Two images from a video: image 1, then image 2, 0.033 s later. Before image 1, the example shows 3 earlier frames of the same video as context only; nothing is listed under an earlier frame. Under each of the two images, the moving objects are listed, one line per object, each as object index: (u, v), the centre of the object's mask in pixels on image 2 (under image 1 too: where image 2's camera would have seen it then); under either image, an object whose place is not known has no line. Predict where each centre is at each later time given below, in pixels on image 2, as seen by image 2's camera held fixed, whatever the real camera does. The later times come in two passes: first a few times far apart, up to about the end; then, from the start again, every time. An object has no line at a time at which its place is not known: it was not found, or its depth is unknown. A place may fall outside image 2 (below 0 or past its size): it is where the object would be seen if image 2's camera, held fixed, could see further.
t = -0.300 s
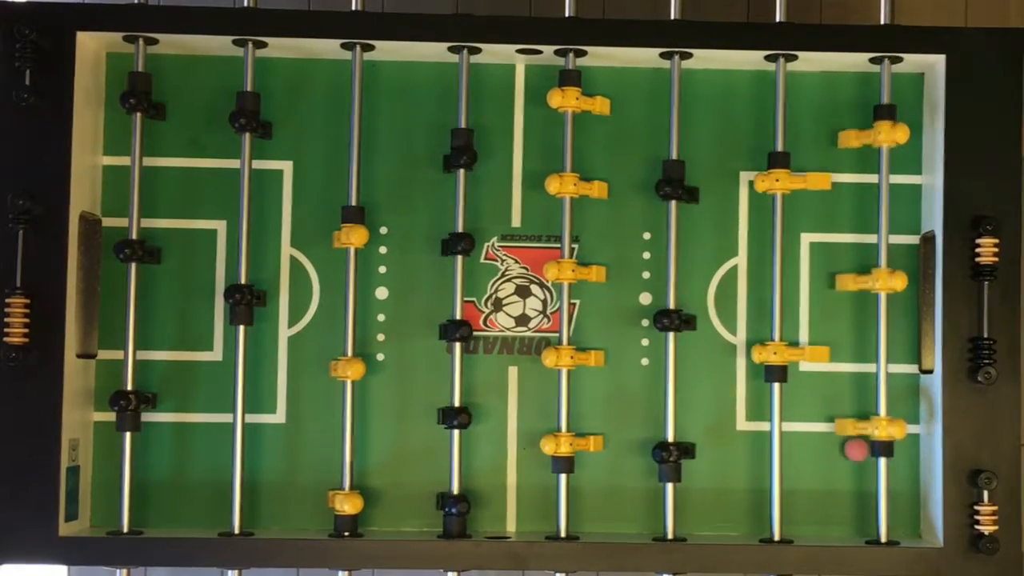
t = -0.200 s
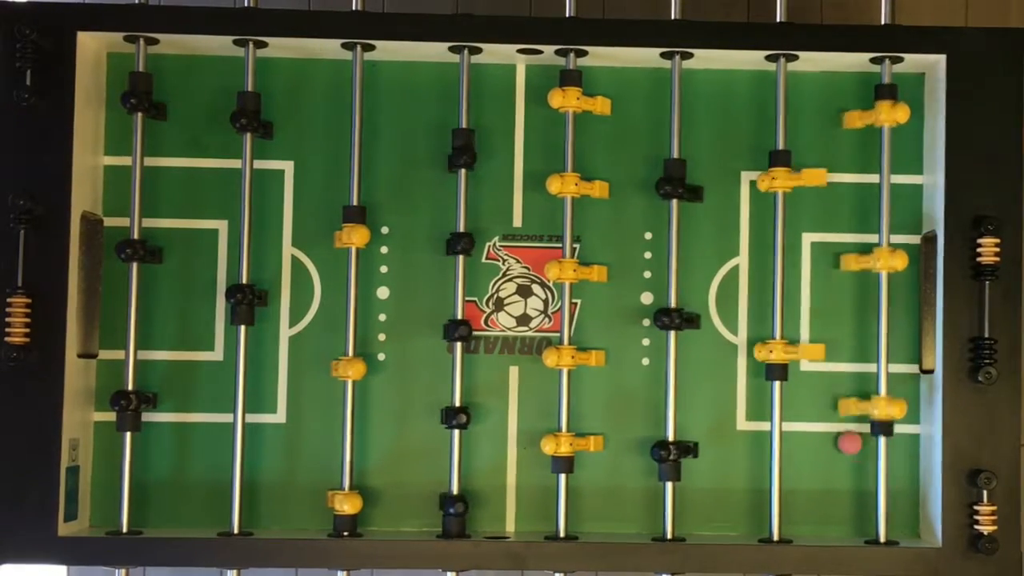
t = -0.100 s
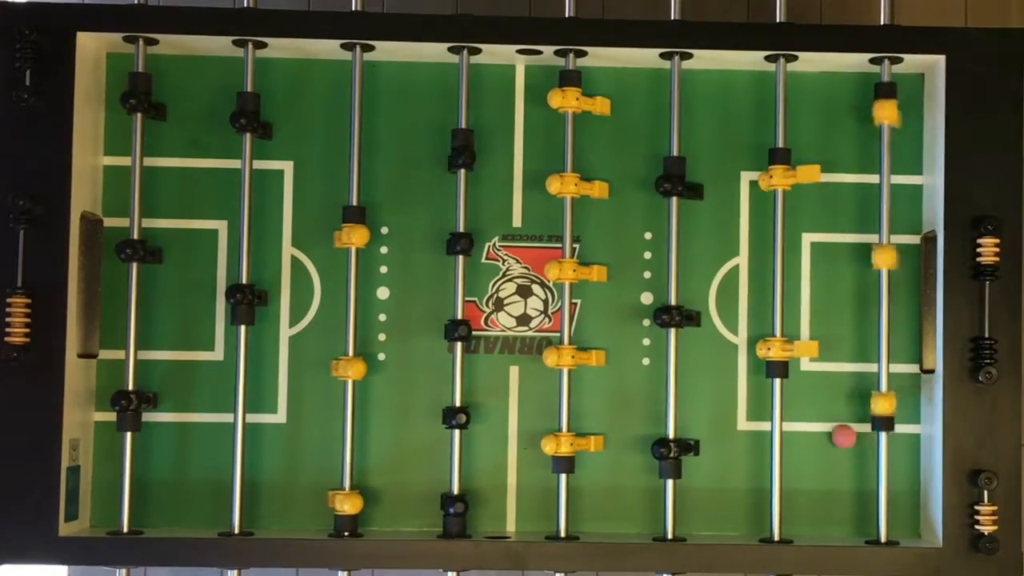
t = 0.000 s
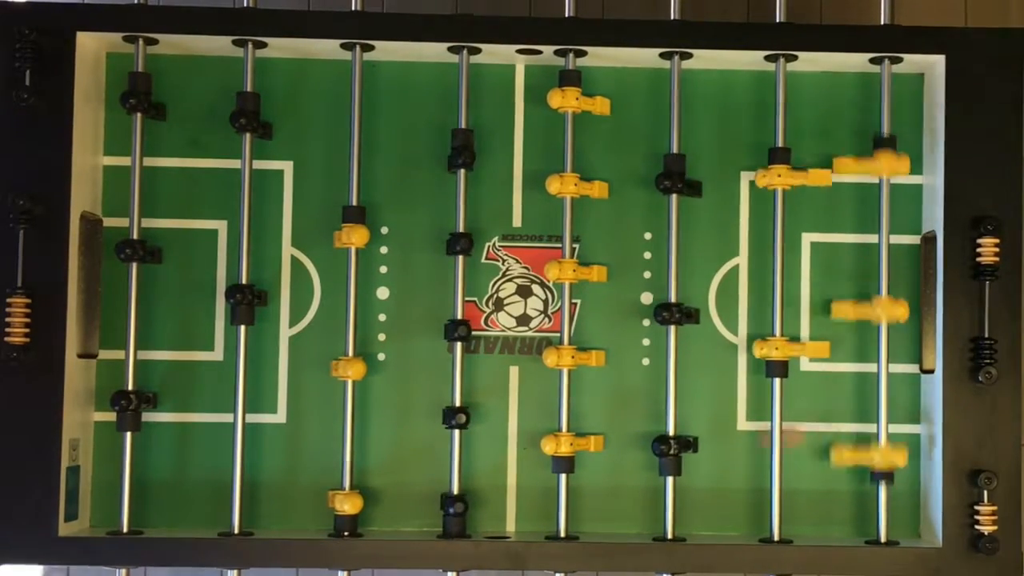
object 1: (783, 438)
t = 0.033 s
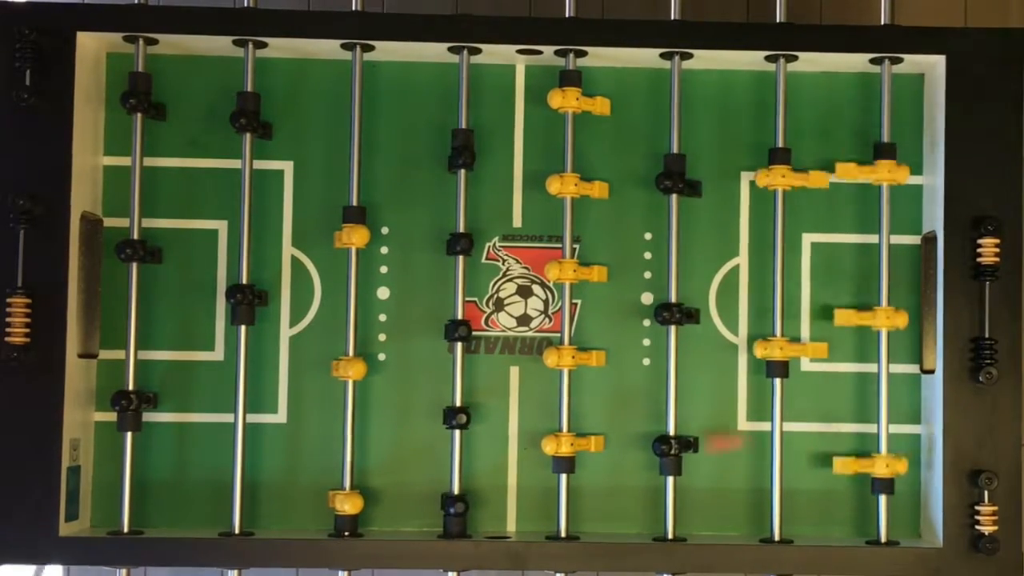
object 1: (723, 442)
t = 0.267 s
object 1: (733, 495)
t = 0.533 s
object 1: (749, 512)
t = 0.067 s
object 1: (717, 449)
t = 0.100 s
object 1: (723, 458)
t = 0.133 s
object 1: (728, 467)
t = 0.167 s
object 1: (729, 474)
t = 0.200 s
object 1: (730, 481)
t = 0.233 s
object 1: (732, 488)
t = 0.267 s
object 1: (733, 495)
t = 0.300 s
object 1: (735, 502)
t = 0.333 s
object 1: (736, 510)
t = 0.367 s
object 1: (738, 516)
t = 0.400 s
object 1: (739, 523)
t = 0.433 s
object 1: (741, 522)
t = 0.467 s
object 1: (744, 517)
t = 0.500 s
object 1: (747, 514)
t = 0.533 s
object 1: (749, 512)
